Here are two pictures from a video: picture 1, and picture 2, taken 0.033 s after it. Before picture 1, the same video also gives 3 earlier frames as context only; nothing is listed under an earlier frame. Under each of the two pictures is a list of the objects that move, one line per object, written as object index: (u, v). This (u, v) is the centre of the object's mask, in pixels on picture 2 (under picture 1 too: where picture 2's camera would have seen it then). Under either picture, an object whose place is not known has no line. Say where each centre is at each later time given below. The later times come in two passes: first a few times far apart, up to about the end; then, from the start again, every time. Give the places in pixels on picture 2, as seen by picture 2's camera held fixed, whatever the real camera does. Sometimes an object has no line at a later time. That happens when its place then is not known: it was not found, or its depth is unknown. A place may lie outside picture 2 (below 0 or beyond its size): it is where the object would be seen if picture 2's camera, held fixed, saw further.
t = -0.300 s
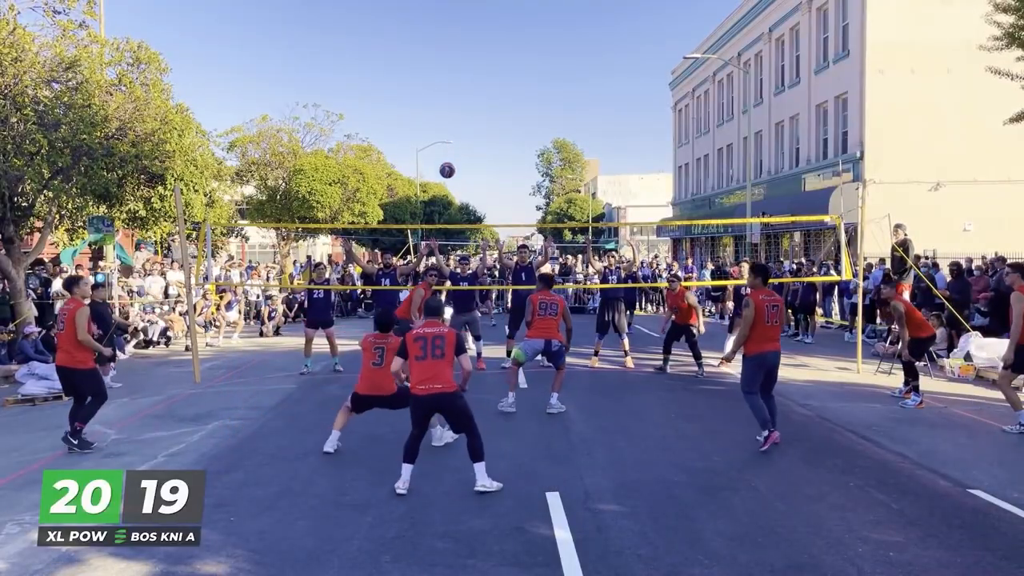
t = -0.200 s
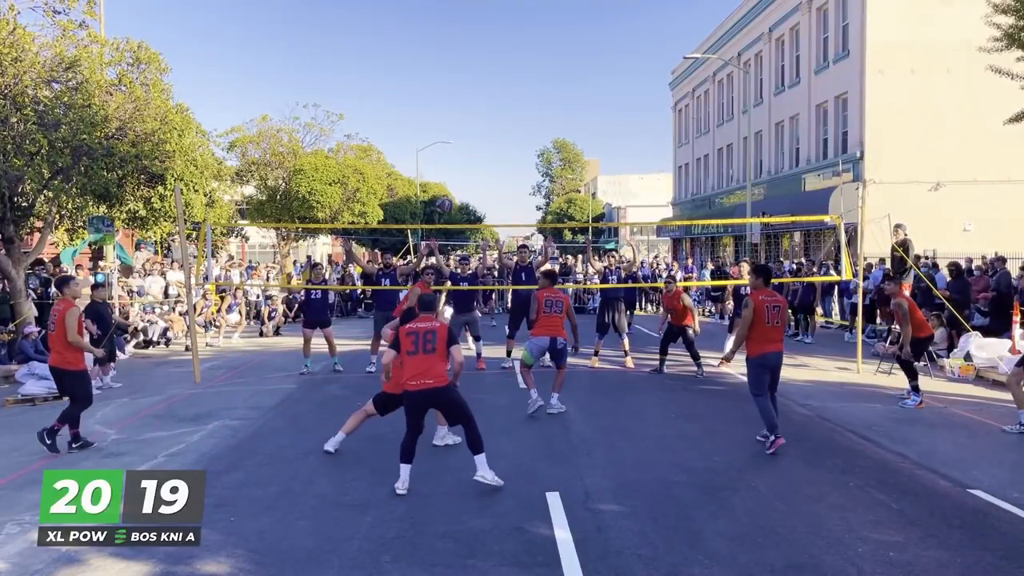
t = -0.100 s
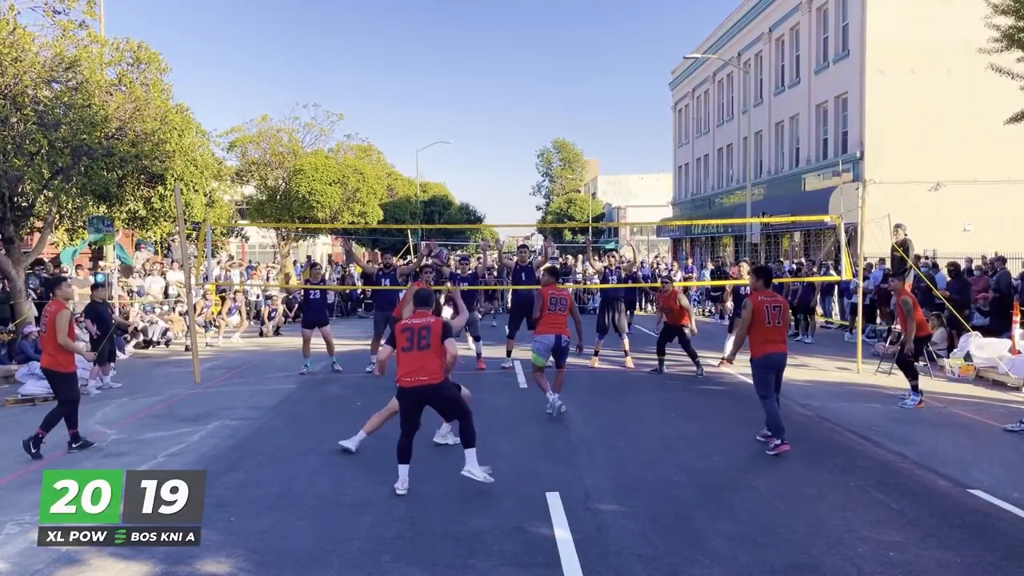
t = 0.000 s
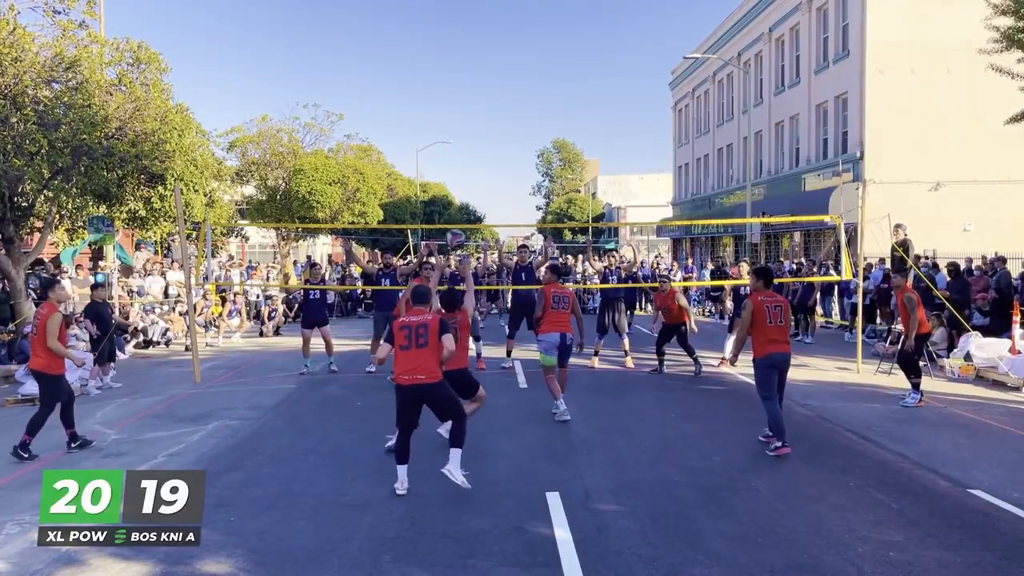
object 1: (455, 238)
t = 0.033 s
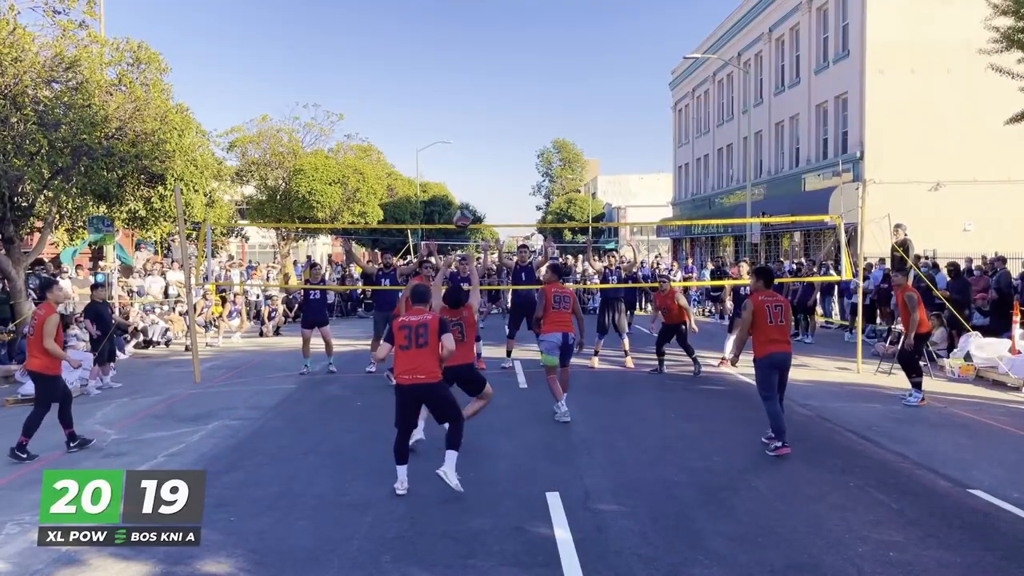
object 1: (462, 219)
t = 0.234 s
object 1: (497, 126)
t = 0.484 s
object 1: (536, 73)
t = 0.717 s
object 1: (568, 74)
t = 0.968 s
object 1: (597, 120)
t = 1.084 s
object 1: (609, 155)
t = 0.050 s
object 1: (465, 209)
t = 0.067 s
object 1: (468, 199)
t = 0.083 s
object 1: (470, 191)
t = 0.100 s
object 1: (474, 182)
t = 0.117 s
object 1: (477, 174)
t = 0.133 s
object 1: (480, 166)
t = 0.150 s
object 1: (483, 159)
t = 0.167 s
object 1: (486, 152)
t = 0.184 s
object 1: (488, 145)
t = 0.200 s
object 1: (491, 138)
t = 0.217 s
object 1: (494, 132)
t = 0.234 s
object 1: (497, 126)
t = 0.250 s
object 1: (500, 120)
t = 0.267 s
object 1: (503, 115)
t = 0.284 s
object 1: (506, 110)
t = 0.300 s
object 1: (508, 106)
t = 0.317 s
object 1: (511, 101)
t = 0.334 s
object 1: (514, 97)
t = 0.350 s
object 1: (516, 93)
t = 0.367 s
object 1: (519, 90)
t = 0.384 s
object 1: (522, 87)
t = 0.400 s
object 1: (524, 84)
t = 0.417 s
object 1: (526, 81)
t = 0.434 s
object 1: (529, 78)
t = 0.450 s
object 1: (531, 76)
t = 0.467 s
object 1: (534, 74)
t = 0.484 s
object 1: (536, 73)
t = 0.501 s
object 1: (539, 71)
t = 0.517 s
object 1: (541, 70)
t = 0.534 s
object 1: (543, 69)
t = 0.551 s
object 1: (546, 68)
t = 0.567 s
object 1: (548, 68)
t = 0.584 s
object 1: (550, 68)
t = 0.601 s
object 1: (552, 68)
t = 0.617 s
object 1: (555, 68)
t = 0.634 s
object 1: (557, 68)
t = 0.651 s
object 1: (559, 69)
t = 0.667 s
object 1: (561, 70)
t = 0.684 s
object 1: (563, 71)
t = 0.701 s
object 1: (566, 72)
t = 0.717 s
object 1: (568, 74)
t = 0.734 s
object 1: (570, 75)
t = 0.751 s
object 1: (572, 77)
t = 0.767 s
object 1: (574, 79)
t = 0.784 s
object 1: (576, 82)
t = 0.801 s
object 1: (578, 84)
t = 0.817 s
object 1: (580, 87)
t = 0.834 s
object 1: (582, 90)
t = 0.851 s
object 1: (584, 93)
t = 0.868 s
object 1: (586, 96)
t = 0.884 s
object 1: (588, 100)
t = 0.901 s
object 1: (590, 103)
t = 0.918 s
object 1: (591, 107)
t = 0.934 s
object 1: (593, 111)
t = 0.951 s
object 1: (595, 115)
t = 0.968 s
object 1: (597, 120)
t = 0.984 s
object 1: (599, 124)
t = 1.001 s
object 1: (601, 129)
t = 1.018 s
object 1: (602, 134)
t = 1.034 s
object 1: (604, 139)
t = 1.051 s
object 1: (606, 144)
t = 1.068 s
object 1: (608, 150)
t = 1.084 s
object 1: (609, 155)
